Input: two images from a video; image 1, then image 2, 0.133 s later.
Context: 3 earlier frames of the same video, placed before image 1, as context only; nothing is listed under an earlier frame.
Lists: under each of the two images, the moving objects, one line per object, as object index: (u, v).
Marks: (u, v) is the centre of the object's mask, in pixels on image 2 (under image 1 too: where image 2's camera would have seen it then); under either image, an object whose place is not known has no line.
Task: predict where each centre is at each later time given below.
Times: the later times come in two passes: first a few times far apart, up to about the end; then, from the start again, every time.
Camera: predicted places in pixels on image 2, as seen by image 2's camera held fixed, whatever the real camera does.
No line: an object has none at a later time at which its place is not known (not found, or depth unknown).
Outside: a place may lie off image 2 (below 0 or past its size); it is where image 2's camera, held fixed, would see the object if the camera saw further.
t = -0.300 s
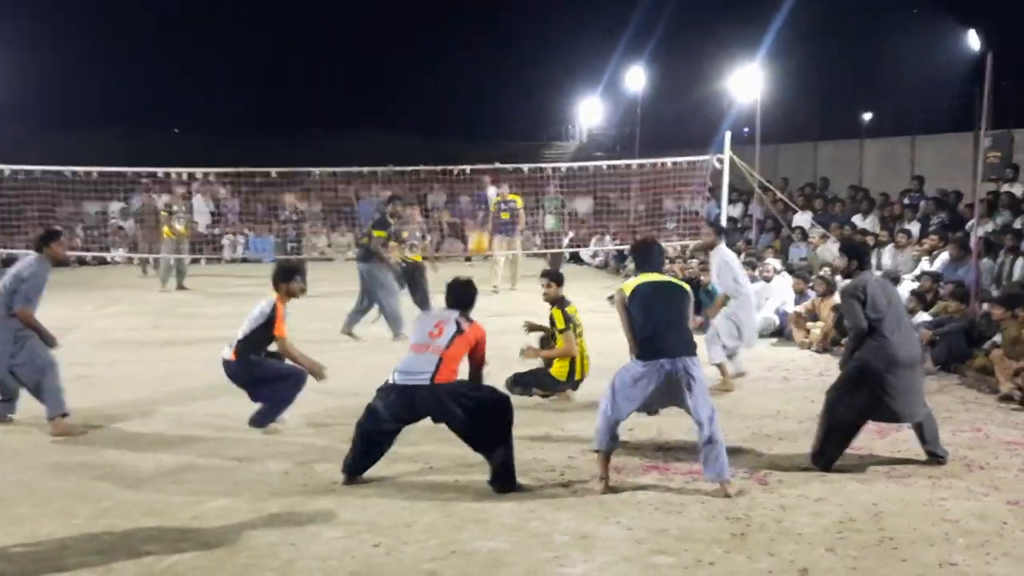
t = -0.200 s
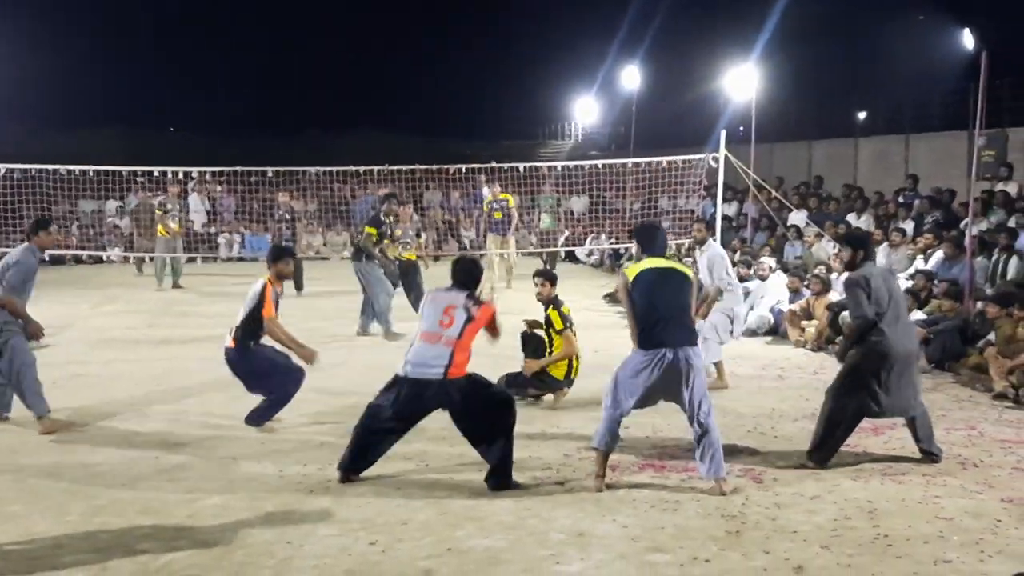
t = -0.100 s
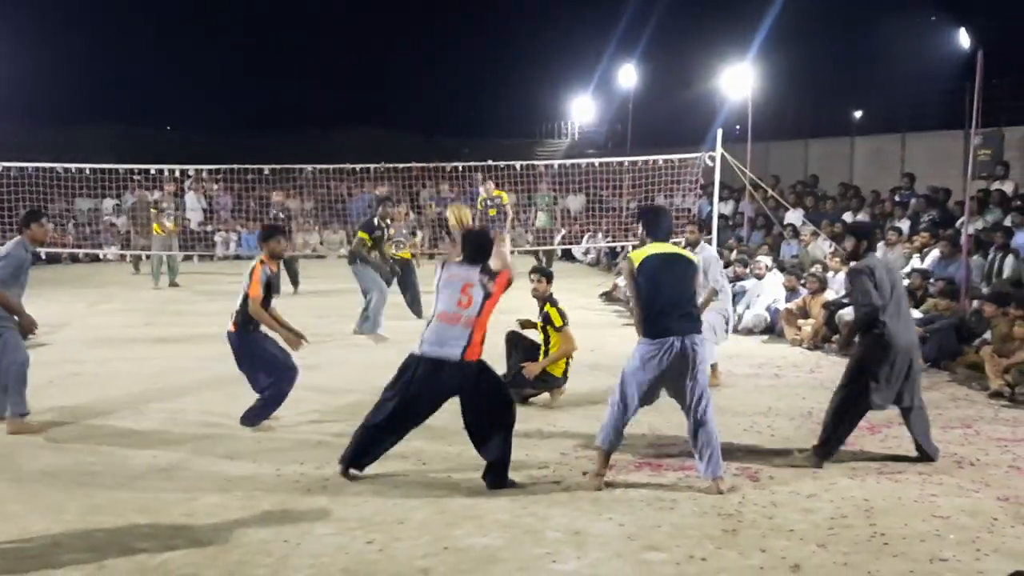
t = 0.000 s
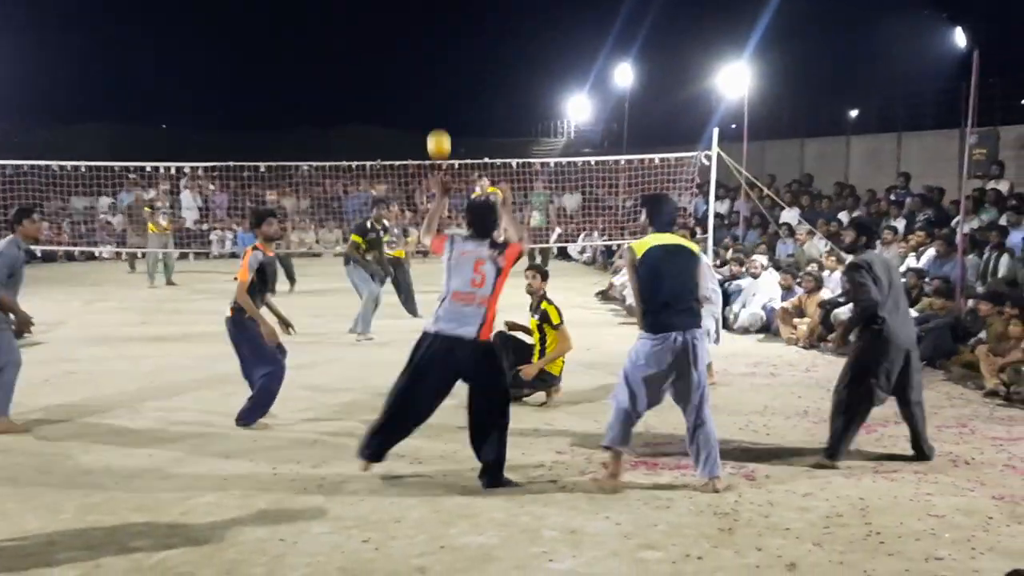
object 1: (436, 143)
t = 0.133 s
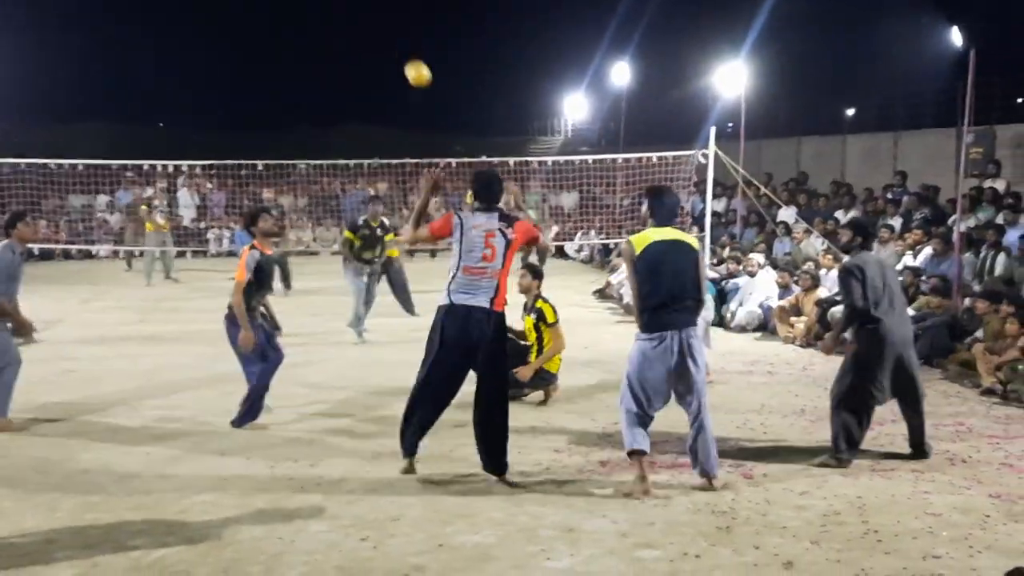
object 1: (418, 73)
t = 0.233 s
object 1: (403, 39)
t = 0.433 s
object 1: (377, 13)
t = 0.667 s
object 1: (349, 53)
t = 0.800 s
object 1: (336, 104)
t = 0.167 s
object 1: (412, 59)
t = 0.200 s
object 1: (407, 47)
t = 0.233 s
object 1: (403, 39)
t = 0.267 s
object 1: (399, 30)
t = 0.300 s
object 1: (395, 23)
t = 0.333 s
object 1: (390, 18)
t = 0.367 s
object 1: (386, 15)
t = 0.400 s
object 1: (381, 13)
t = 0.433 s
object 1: (377, 13)
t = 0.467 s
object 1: (373, 15)
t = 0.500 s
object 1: (369, 18)
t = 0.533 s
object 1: (365, 21)
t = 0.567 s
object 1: (362, 27)
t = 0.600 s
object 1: (358, 35)
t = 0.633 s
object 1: (354, 43)
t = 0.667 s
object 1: (349, 53)
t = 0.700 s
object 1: (347, 64)
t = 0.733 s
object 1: (343, 76)
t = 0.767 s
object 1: (339, 89)
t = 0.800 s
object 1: (336, 104)
